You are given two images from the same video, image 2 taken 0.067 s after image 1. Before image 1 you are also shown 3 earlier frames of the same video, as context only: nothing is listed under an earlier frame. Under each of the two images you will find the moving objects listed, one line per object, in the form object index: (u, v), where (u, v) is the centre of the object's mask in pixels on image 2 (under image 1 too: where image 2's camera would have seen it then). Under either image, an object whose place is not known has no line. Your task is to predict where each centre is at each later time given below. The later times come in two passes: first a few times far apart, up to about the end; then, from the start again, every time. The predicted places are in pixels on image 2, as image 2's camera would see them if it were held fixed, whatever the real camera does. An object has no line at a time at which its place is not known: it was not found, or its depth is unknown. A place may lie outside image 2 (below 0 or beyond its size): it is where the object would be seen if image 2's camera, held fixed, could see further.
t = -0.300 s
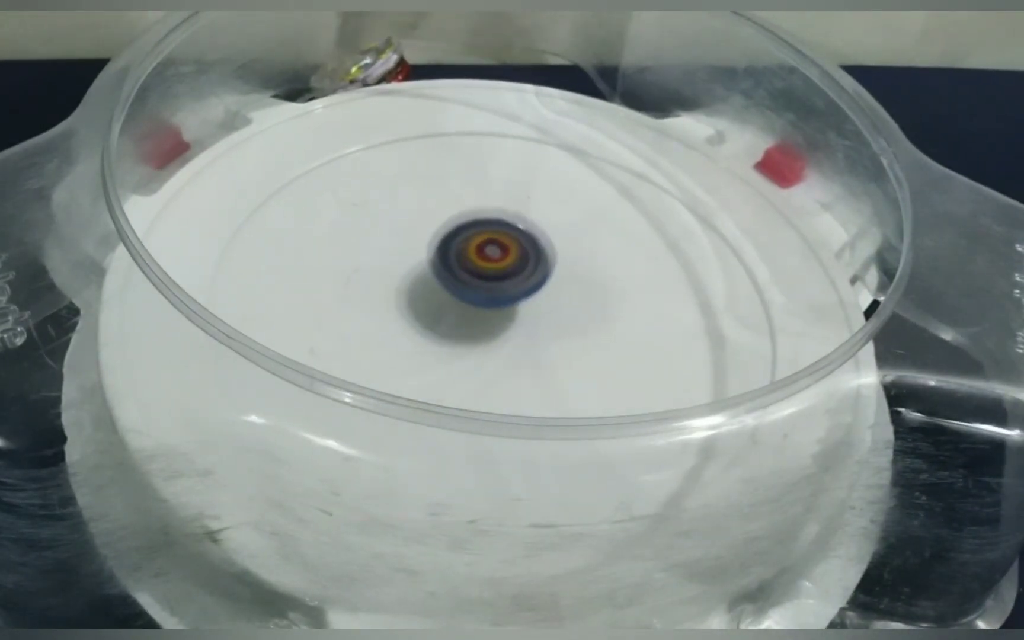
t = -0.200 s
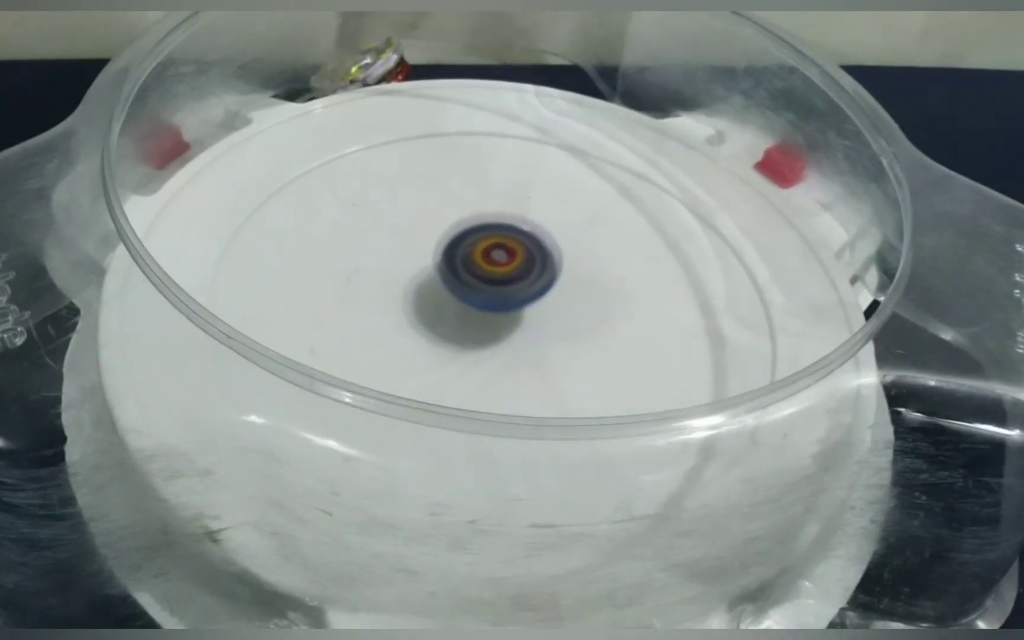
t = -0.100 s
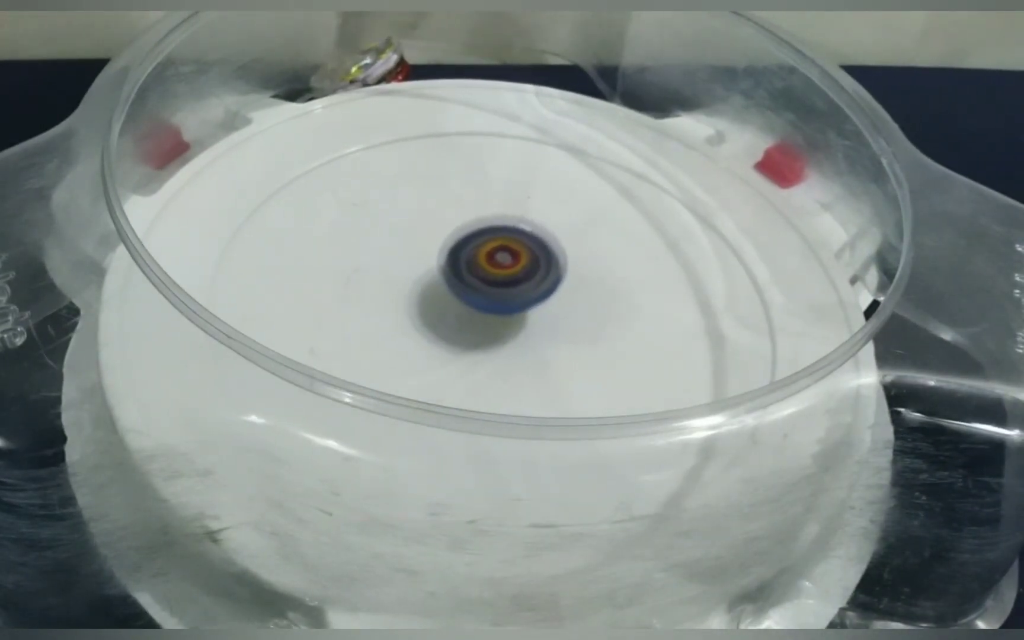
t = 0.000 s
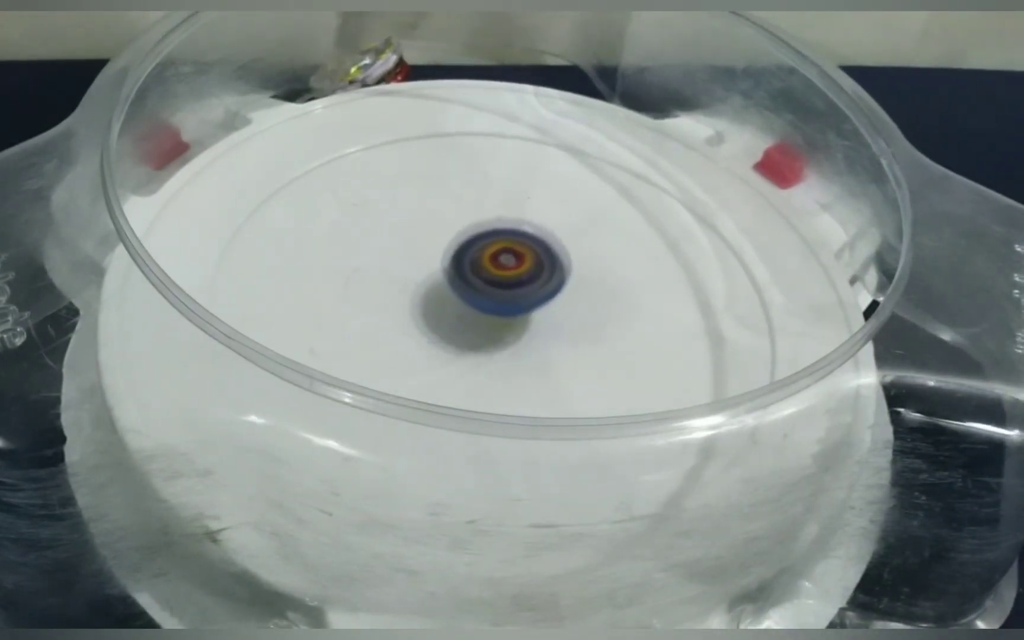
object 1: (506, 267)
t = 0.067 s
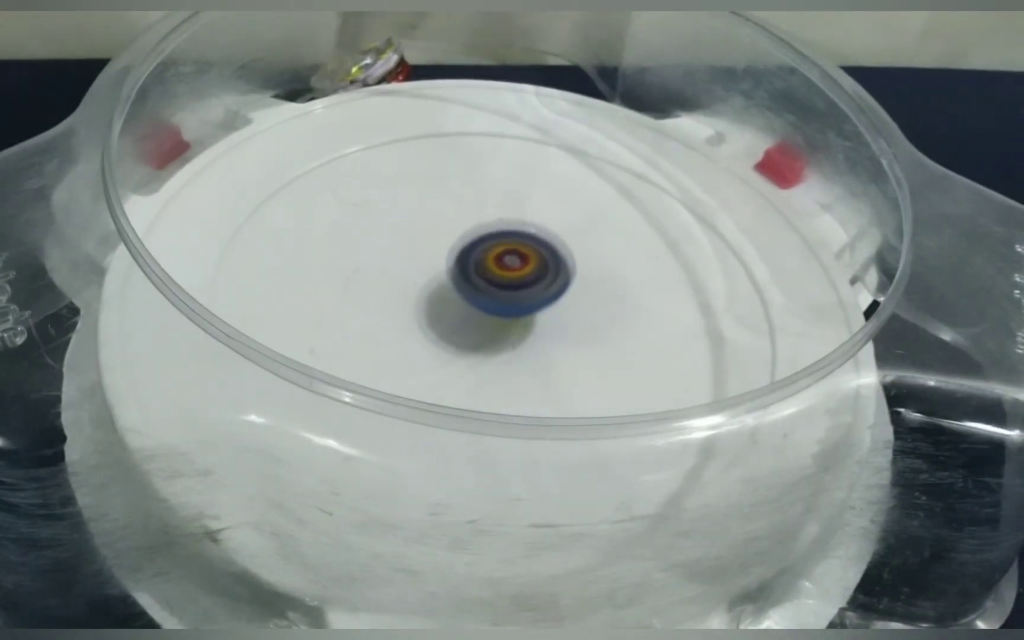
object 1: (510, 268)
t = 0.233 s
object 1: (520, 274)
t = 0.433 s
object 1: (520, 284)
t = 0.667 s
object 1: (510, 289)
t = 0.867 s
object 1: (499, 280)
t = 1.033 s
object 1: (503, 281)
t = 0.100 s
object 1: (512, 269)
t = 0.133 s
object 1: (515, 270)
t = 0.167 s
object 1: (517, 271)
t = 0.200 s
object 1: (519, 272)
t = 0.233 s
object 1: (520, 274)
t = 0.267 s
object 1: (521, 276)
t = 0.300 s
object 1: (522, 278)
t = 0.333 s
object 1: (522, 280)
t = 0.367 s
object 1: (522, 281)
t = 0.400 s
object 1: (521, 283)
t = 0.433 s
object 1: (520, 284)
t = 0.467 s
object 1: (519, 286)
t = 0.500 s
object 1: (518, 287)
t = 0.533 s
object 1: (516, 288)
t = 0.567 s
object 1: (514, 289)
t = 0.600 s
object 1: (513, 290)
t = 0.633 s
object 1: (511, 289)
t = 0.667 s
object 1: (510, 289)
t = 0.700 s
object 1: (491, 290)
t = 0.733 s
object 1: (493, 287)
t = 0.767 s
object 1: (493, 286)
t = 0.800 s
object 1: (493, 286)
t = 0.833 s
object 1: (497, 280)
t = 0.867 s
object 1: (499, 280)
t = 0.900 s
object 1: (500, 280)
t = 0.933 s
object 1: (501, 280)
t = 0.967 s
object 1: (502, 280)
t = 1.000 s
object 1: (502, 280)
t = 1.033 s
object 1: (503, 281)
